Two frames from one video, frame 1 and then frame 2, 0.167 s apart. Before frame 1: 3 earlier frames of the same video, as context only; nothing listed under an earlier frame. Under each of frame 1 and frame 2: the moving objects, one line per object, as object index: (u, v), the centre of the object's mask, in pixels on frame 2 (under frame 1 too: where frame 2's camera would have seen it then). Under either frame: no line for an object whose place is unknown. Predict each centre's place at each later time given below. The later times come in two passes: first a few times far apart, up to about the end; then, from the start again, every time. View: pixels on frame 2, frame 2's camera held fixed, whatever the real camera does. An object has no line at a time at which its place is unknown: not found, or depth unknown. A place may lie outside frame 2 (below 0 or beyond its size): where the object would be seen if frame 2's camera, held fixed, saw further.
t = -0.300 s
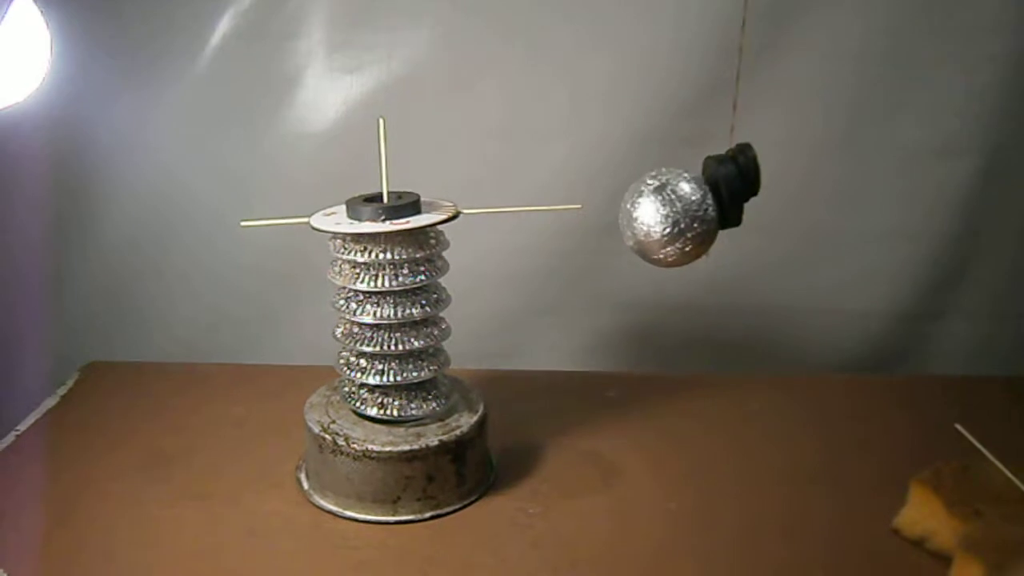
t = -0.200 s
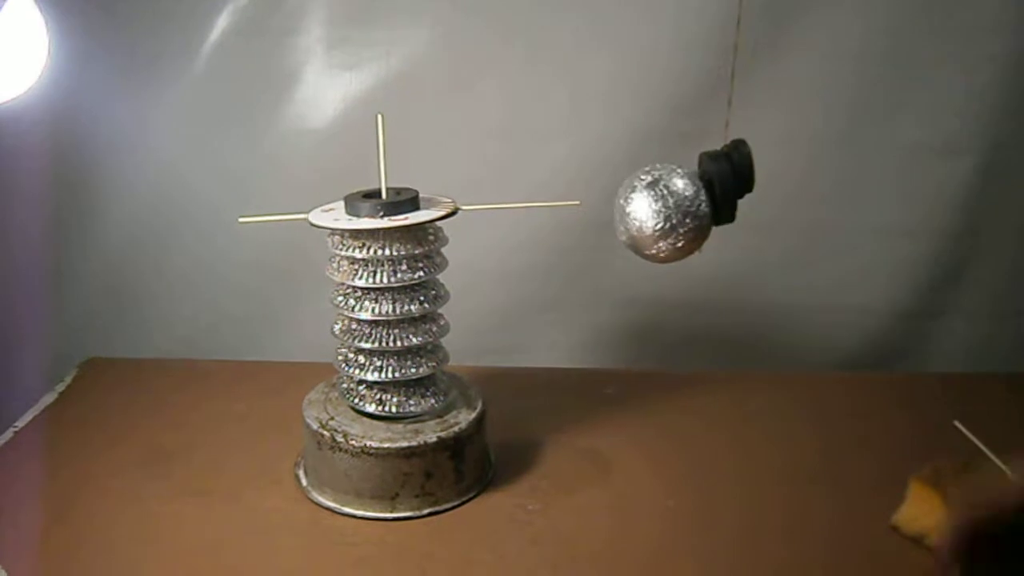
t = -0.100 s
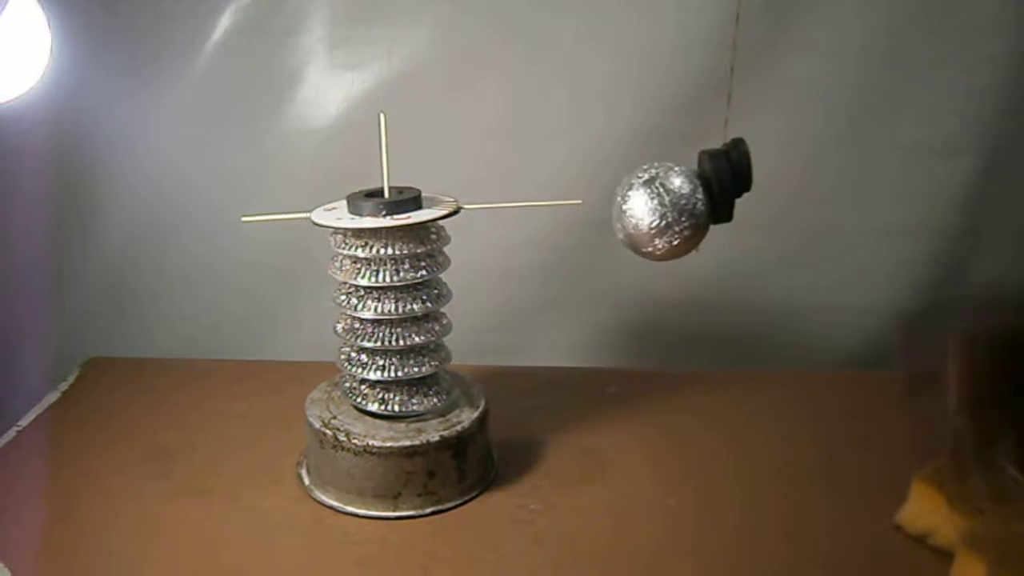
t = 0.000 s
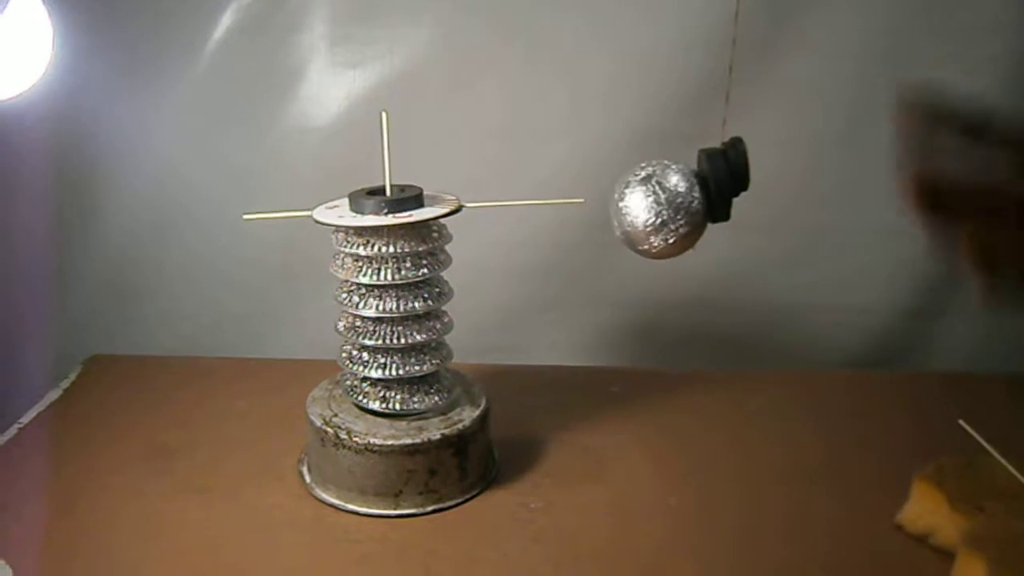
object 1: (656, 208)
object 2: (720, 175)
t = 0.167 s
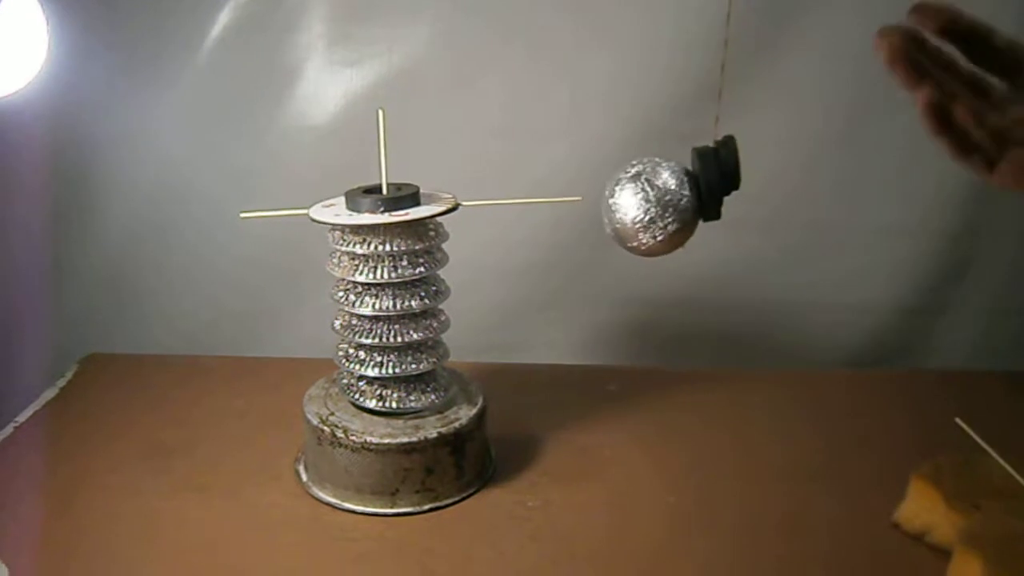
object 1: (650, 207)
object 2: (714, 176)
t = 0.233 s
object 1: (649, 207)
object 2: (712, 176)
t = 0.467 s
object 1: (649, 207)
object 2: (712, 177)
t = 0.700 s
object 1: (654, 209)
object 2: (717, 178)
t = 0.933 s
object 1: (664, 210)
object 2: (728, 177)
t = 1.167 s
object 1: (673, 211)
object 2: (738, 177)
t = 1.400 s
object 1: (682, 212)
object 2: (746, 175)
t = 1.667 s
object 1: (685, 212)
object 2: (749, 174)
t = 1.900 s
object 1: (681, 211)
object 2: (744, 174)
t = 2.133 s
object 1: (672, 210)
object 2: (736, 174)
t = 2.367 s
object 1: (661, 208)
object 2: (725, 175)
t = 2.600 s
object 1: (652, 208)
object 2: (716, 175)
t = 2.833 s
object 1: (648, 208)
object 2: (712, 176)
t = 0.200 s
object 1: (649, 207)
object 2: (713, 176)
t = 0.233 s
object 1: (649, 207)
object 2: (712, 176)
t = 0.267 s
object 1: (648, 207)
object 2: (712, 176)
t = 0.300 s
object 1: (648, 207)
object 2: (711, 177)
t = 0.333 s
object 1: (647, 207)
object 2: (711, 177)
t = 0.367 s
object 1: (647, 207)
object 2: (711, 177)
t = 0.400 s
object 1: (647, 207)
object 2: (711, 177)
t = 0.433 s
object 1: (647, 208)
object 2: (711, 177)
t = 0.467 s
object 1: (649, 207)
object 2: (712, 177)
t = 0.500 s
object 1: (650, 208)
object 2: (712, 177)
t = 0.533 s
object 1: (649, 208)
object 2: (713, 178)
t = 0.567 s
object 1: (650, 208)
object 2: (714, 178)
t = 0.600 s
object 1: (652, 208)
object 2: (714, 178)
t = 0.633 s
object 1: (652, 208)
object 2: (715, 178)
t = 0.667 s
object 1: (652, 209)
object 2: (716, 177)
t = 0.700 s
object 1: (654, 209)
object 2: (717, 178)
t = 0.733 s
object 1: (656, 209)
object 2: (719, 178)
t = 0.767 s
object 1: (656, 209)
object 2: (720, 178)
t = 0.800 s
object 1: (658, 209)
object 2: (721, 178)
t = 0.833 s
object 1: (659, 210)
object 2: (723, 177)
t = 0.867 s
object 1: (661, 210)
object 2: (724, 178)
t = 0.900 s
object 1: (662, 210)
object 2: (726, 177)
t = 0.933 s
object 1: (664, 210)
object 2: (728, 177)
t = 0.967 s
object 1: (665, 210)
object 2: (729, 177)
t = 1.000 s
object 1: (667, 211)
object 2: (731, 177)
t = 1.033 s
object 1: (668, 211)
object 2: (733, 177)
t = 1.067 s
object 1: (669, 211)
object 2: (734, 177)
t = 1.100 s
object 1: (671, 211)
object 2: (736, 177)
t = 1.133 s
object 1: (672, 211)
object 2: (737, 177)
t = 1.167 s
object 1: (673, 211)
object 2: (738, 177)
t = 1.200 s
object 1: (675, 212)
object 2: (740, 177)
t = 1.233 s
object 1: (676, 212)
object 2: (741, 176)
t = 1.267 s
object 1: (678, 212)
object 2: (742, 176)
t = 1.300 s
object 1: (679, 212)
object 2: (744, 176)
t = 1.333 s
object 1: (680, 212)
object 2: (745, 176)
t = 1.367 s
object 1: (681, 212)
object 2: (746, 176)
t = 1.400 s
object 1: (682, 212)
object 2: (746, 175)
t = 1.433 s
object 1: (683, 212)
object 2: (747, 175)
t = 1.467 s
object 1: (684, 212)
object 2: (748, 175)
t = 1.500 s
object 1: (684, 212)
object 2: (748, 175)
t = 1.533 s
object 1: (685, 212)
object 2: (749, 175)
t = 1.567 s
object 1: (685, 212)
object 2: (749, 175)
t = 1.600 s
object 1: (685, 212)
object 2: (749, 175)
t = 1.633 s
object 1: (686, 212)
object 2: (749, 175)
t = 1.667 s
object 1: (685, 212)
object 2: (749, 174)
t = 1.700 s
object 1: (685, 212)
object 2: (749, 174)
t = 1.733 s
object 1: (685, 212)
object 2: (748, 174)
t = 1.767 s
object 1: (685, 212)
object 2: (748, 174)
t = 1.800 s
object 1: (684, 211)
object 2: (747, 174)
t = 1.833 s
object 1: (683, 211)
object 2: (746, 174)
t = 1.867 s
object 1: (682, 211)
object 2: (745, 174)
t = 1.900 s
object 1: (681, 211)
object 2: (744, 174)
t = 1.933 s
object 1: (680, 211)
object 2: (743, 174)
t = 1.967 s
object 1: (679, 211)
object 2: (742, 174)
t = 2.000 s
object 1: (678, 211)
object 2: (741, 174)
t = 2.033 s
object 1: (676, 210)
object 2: (740, 174)
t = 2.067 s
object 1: (675, 210)
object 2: (738, 174)
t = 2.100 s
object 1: (673, 210)
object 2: (737, 174)
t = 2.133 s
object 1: (672, 210)
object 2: (736, 174)
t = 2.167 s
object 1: (670, 210)
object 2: (734, 174)
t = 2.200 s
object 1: (669, 209)
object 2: (732, 174)
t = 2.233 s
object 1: (667, 209)
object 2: (731, 174)
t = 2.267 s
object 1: (665, 209)
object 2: (730, 174)
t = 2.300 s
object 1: (664, 209)
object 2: (728, 174)
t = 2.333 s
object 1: (662, 208)
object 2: (727, 174)
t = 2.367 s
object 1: (661, 208)
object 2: (725, 175)
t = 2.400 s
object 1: (659, 208)
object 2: (724, 175)
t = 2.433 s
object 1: (658, 208)
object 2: (723, 175)
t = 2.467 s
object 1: (656, 208)
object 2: (721, 175)
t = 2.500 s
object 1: (655, 208)
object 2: (720, 175)
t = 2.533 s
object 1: (654, 207)
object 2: (718, 175)
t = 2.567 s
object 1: (653, 208)
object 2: (717, 175)
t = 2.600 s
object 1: (652, 208)
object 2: (716, 175)
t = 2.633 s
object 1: (651, 208)
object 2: (715, 175)
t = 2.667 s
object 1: (651, 208)
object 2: (714, 175)
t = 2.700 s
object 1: (650, 207)
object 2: (714, 175)
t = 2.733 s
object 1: (649, 208)
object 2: (713, 176)
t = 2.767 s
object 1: (649, 207)
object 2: (713, 175)
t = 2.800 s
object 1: (648, 208)
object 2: (712, 175)
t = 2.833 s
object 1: (648, 208)
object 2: (712, 176)
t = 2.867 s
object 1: (648, 208)
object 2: (712, 176)
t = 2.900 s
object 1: (647, 208)
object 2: (711, 177)
